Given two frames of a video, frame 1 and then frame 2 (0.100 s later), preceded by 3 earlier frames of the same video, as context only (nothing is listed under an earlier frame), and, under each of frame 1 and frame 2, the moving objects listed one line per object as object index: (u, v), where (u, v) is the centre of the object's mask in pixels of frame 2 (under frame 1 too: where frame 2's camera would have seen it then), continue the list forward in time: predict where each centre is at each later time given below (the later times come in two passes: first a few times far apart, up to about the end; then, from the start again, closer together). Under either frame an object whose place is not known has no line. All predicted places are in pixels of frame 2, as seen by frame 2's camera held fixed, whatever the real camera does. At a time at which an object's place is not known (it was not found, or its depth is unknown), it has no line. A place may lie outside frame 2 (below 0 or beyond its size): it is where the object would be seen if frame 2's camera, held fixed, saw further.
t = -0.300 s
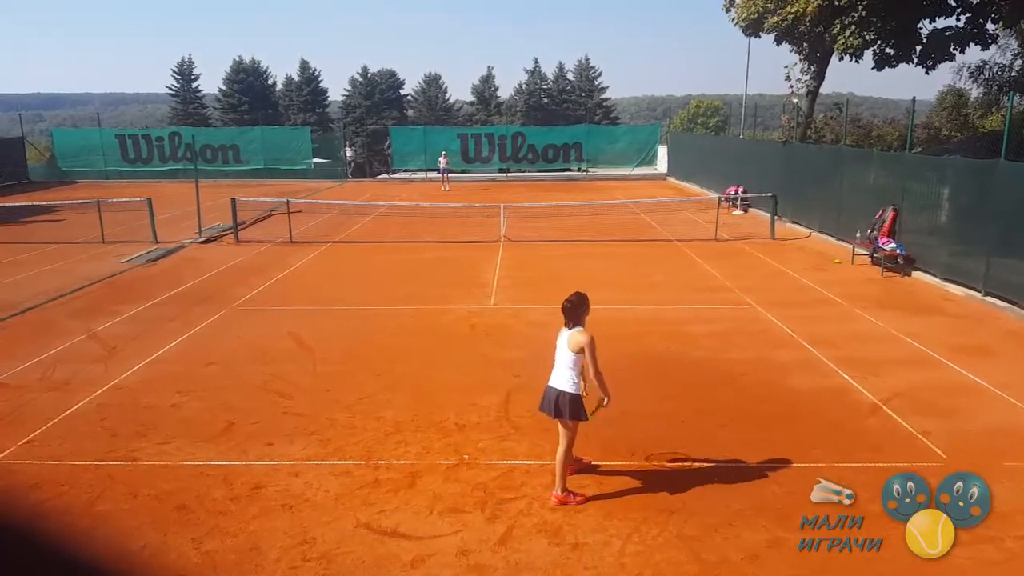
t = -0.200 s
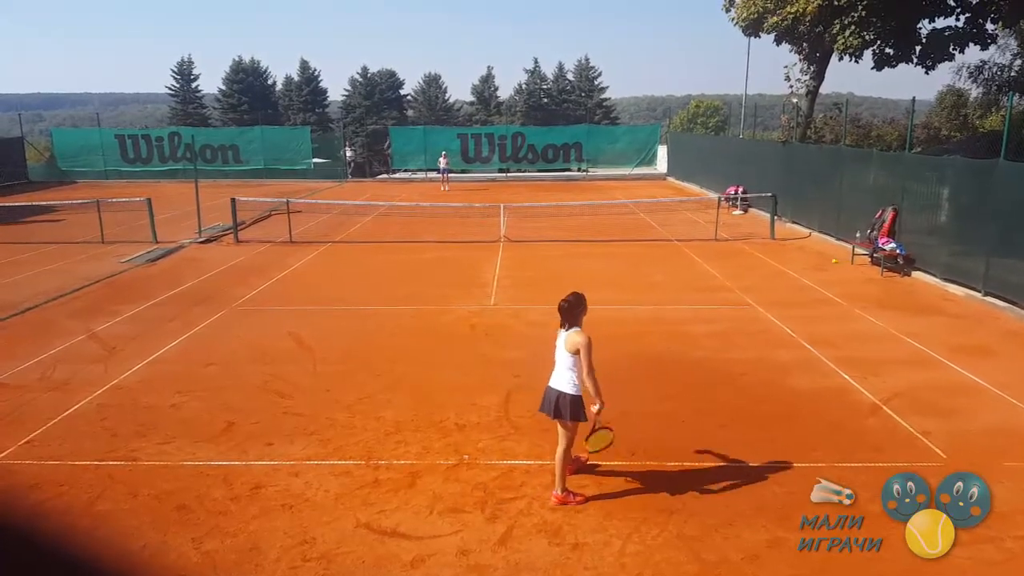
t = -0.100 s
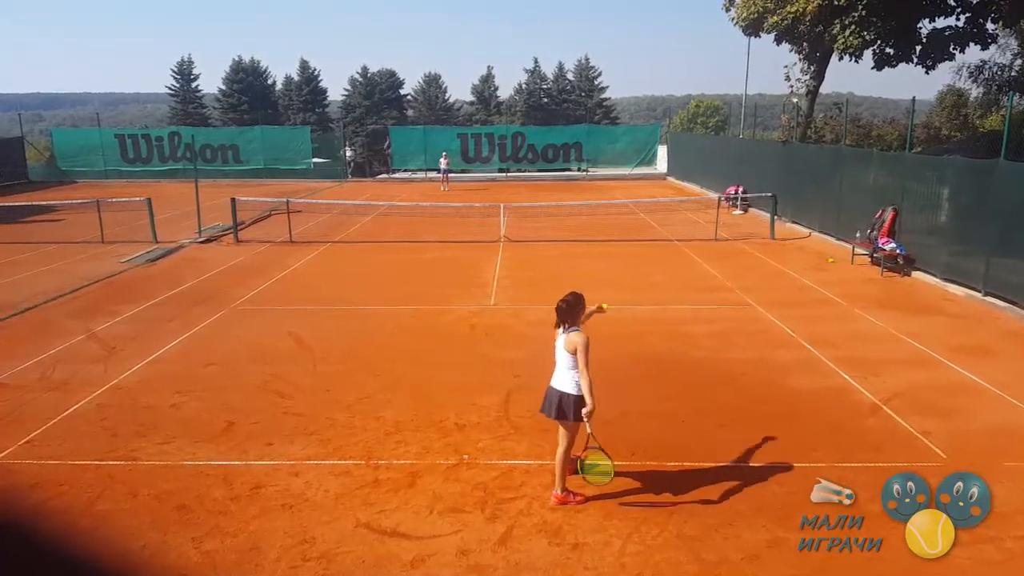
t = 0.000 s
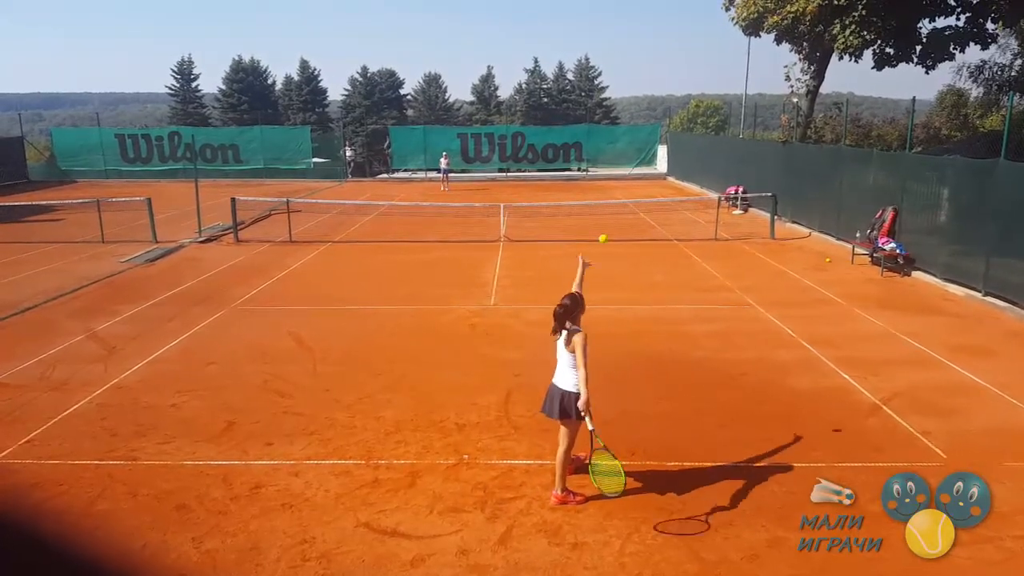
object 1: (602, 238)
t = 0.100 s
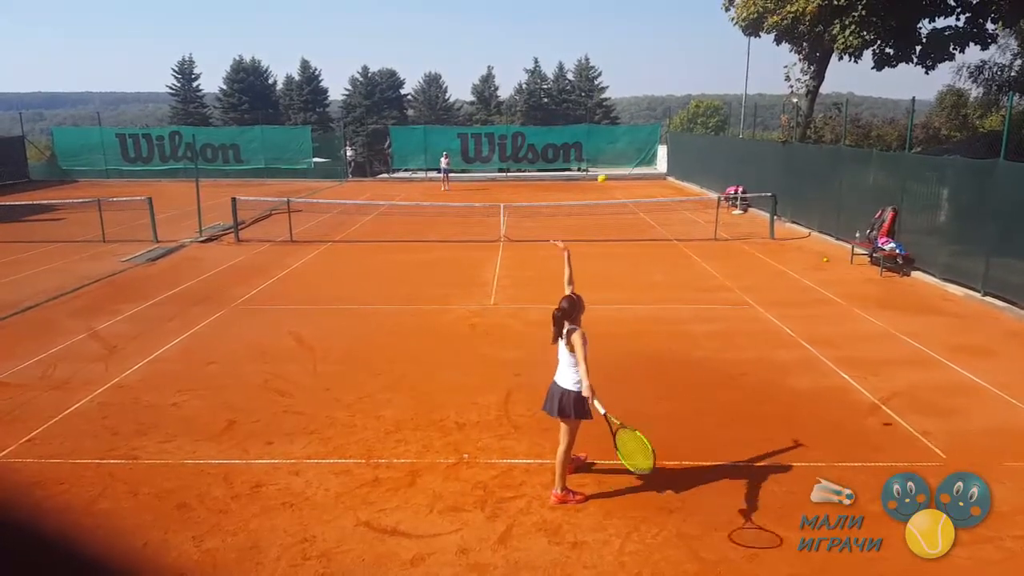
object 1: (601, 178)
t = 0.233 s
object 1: (599, 113)
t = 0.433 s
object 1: (595, 54)
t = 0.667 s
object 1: (588, 50)
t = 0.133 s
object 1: (600, 160)
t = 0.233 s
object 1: (599, 113)
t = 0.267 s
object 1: (599, 100)
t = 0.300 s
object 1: (598, 88)
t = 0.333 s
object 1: (597, 78)
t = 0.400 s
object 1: (596, 60)
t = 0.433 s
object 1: (595, 54)
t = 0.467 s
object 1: (594, 48)
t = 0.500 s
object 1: (593, 45)
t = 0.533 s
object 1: (592, 43)
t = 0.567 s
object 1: (591, 43)
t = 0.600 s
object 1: (590, 43)
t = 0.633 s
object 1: (589, 46)
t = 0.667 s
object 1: (588, 50)
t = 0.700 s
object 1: (587, 56)
